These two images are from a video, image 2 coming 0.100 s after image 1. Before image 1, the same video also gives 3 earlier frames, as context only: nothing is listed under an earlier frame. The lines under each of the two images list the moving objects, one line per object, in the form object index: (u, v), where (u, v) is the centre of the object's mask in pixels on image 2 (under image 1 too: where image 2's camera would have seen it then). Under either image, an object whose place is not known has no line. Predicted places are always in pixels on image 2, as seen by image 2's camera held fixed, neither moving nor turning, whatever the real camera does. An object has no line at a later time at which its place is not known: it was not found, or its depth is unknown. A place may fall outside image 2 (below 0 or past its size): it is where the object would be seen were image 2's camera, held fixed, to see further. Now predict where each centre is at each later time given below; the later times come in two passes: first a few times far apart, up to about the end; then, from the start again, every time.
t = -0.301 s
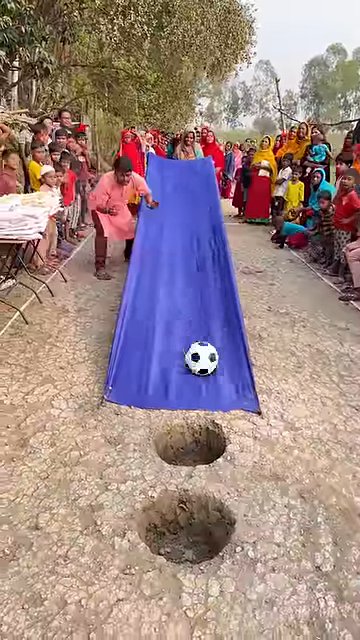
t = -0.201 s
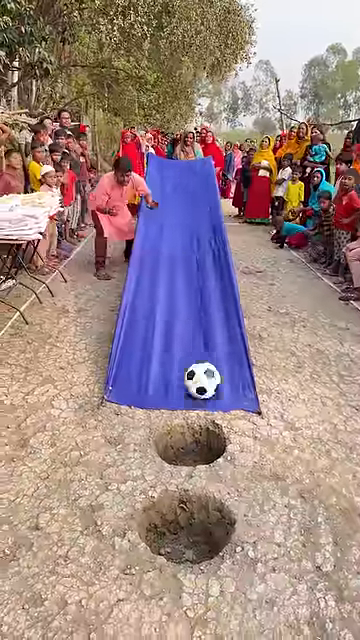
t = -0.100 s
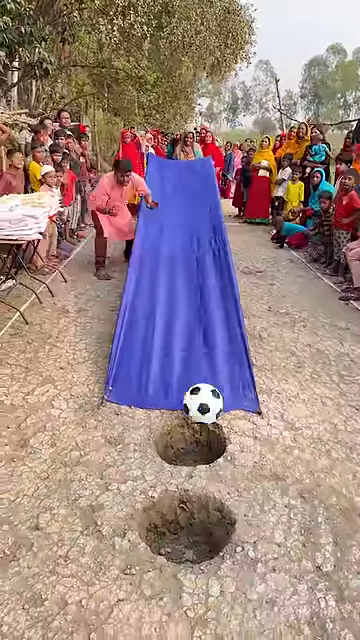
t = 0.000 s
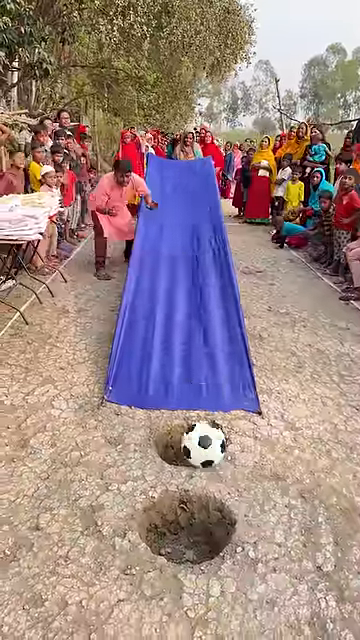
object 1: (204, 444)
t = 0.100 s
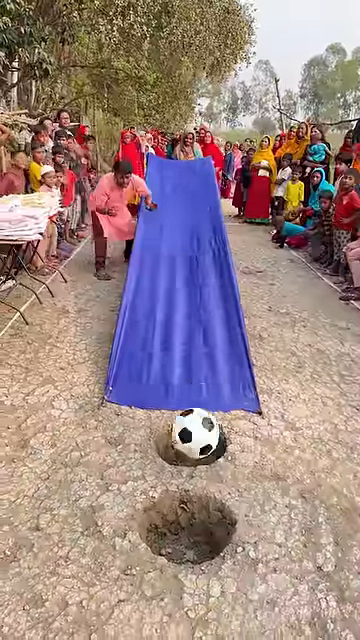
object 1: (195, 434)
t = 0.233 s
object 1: (180, 444)
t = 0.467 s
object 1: (145, 565)
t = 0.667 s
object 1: (112, 618)
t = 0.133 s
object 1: (192, 433)
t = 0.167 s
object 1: (188, 435)
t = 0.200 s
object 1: (184, 438)
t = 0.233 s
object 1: (180, 444)
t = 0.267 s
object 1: (176, 453)
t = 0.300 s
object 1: (171, 466)
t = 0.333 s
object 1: (166, 483)
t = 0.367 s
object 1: (162, 501)
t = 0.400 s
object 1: (156, 522)
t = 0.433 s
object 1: (150, 547)
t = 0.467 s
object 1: (145, 565)
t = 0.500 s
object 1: (140, 569)
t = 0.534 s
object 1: (135, 575)
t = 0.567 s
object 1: (130, 587)
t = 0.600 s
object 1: (124, 600)
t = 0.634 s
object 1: (118, 609)
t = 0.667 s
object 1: (112, 618)
